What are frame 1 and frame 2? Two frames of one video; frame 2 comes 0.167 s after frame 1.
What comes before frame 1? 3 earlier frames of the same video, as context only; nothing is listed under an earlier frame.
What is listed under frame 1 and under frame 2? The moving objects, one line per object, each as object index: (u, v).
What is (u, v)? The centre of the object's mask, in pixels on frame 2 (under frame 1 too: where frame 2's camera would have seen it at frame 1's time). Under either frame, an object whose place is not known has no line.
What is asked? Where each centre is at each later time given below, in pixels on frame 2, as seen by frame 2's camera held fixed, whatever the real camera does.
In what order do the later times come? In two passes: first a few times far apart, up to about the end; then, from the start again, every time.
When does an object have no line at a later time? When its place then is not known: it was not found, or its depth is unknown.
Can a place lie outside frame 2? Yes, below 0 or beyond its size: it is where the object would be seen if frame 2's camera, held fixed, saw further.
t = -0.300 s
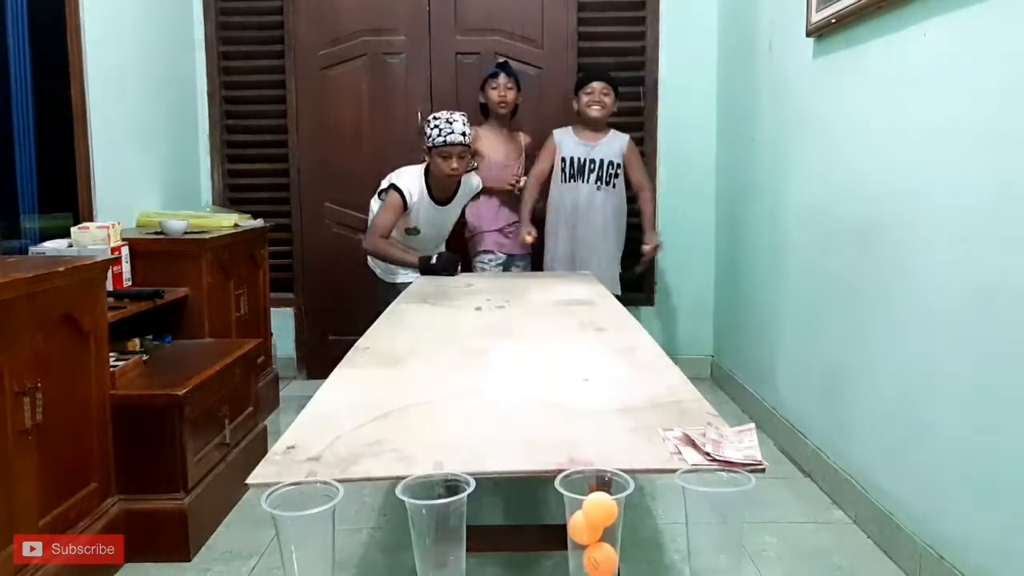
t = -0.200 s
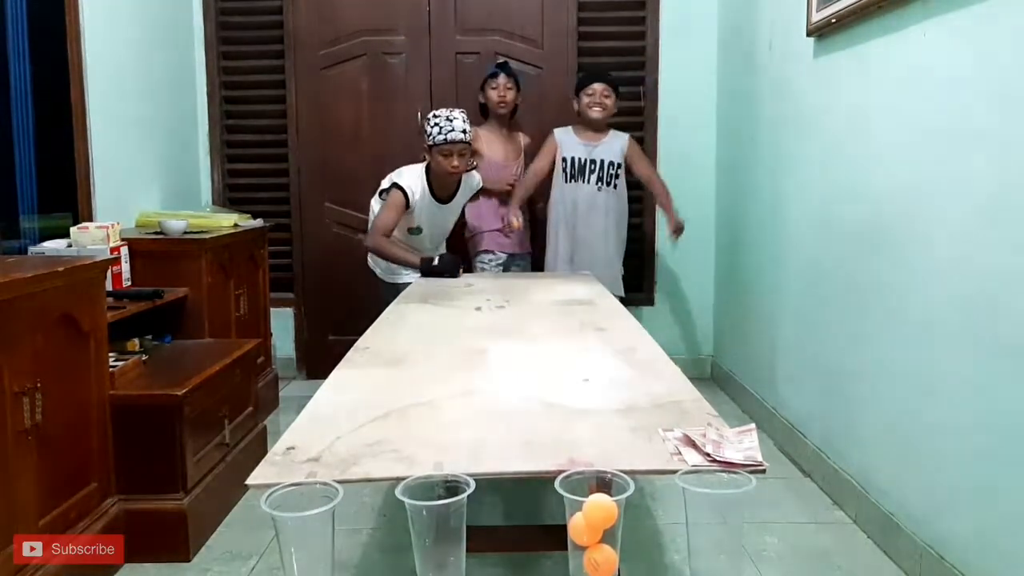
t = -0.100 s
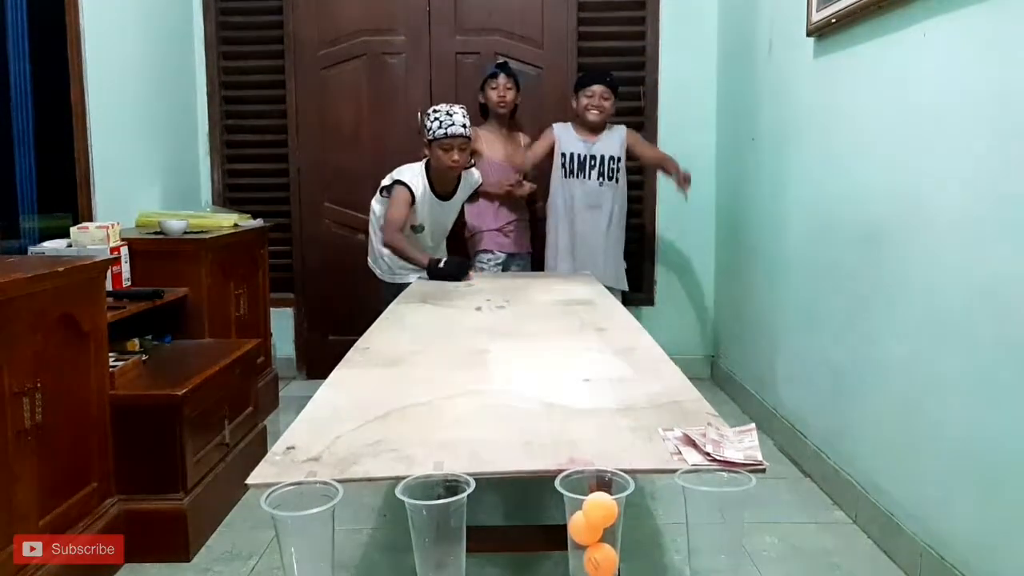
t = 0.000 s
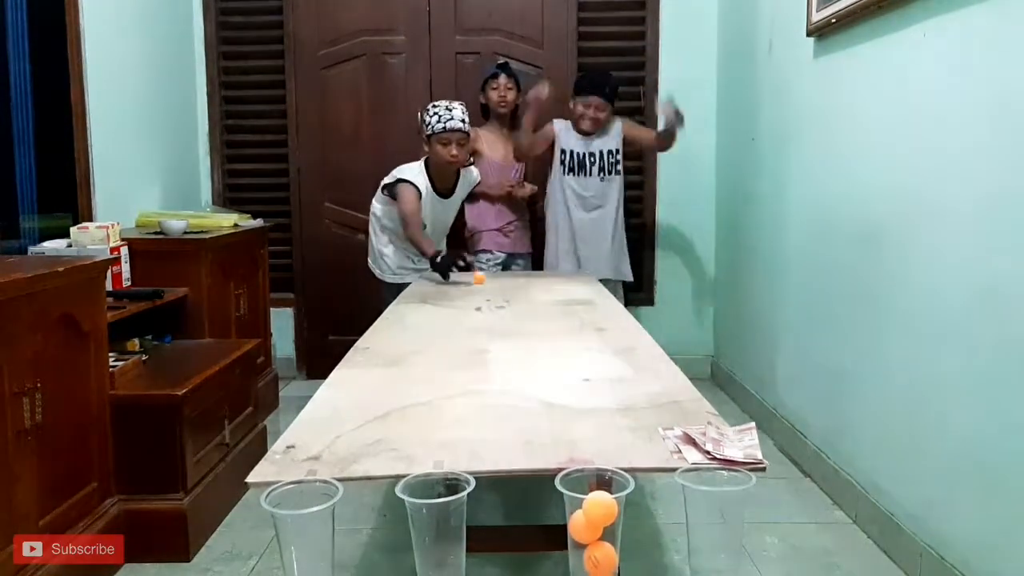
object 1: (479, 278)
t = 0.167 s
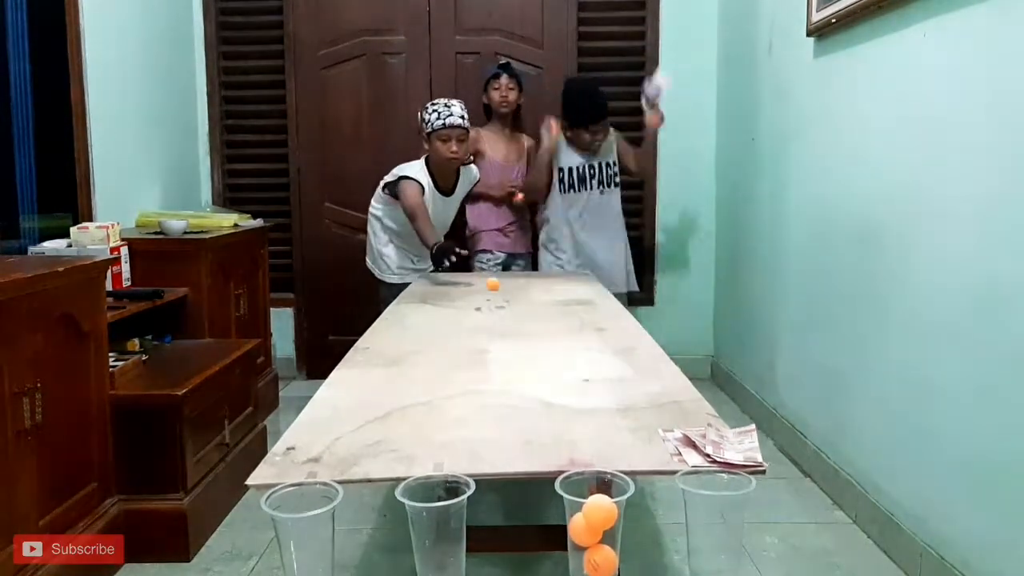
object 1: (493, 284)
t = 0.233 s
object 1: (498, 287)
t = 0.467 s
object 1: (520, 296)
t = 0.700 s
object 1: (545, 310)
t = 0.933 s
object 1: (573, 324)
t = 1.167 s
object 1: (603, 341)
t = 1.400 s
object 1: (635, 363)
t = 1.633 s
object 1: (673, 392)
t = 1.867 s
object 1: (714, 419)
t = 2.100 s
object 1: (761, 453)
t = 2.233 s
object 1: (790, 559)
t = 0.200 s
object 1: (496, 286)
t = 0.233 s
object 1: (498, 287)
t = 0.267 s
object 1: (502, 288)
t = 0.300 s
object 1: (505, 290)
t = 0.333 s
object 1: (507, 292)
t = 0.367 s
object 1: (510, 292)
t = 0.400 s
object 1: (514, 294)
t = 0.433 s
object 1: (517, 295)
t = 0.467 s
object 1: (520, 296)
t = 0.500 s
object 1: (524, 299)
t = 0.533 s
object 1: (528, 301)
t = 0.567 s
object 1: (531, 303)
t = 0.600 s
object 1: (535, 304)
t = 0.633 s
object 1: (538, 306)
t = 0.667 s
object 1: (541, 308)
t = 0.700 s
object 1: (545, 310)
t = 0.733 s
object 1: (549, 311)
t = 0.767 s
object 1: (552, 314)
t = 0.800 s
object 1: (557, 315)
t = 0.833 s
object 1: (561, 317)
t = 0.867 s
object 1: (565, 319)
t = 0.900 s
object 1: (568, 322)
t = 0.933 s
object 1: (573, 324)
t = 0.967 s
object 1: (577, 326)
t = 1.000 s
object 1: (580, 328)
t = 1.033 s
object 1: (585, 331)
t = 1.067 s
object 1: (589, 333)
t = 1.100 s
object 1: (594, 335)
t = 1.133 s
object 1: (598, 339)
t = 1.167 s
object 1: (603, 341)
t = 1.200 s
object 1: (606, 343)
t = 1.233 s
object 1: (611, 346)
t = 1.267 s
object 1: (616, 349)
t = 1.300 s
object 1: (621, 352)
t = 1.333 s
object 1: (626, 356)
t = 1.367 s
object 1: (630, 359)
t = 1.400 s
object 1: (635, 363)
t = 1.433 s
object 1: (641, 367)
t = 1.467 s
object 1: (645, 371)
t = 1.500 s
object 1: (651, 374)
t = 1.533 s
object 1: (657, 379)
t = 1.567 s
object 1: (662, 383)
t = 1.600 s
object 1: (667, 387)
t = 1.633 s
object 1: (673, 392)
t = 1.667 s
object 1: (679, 396)
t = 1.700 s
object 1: (685, 401)
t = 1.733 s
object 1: (692, 406)
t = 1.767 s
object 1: (697, 409)
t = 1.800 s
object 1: (704, 413)
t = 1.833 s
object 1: (709, 416)
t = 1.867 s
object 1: (714, 419)
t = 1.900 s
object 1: (719, 423)
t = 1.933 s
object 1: (724, 428)
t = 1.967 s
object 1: (731, 433)
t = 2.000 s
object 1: (736, 437)
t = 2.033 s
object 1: (746, 442)
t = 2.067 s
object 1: (754, 447)
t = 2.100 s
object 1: (761, 453)
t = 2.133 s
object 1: (770, 467)
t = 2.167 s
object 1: (777, 490)
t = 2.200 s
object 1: (785, 527)
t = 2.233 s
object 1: (790, 559)
